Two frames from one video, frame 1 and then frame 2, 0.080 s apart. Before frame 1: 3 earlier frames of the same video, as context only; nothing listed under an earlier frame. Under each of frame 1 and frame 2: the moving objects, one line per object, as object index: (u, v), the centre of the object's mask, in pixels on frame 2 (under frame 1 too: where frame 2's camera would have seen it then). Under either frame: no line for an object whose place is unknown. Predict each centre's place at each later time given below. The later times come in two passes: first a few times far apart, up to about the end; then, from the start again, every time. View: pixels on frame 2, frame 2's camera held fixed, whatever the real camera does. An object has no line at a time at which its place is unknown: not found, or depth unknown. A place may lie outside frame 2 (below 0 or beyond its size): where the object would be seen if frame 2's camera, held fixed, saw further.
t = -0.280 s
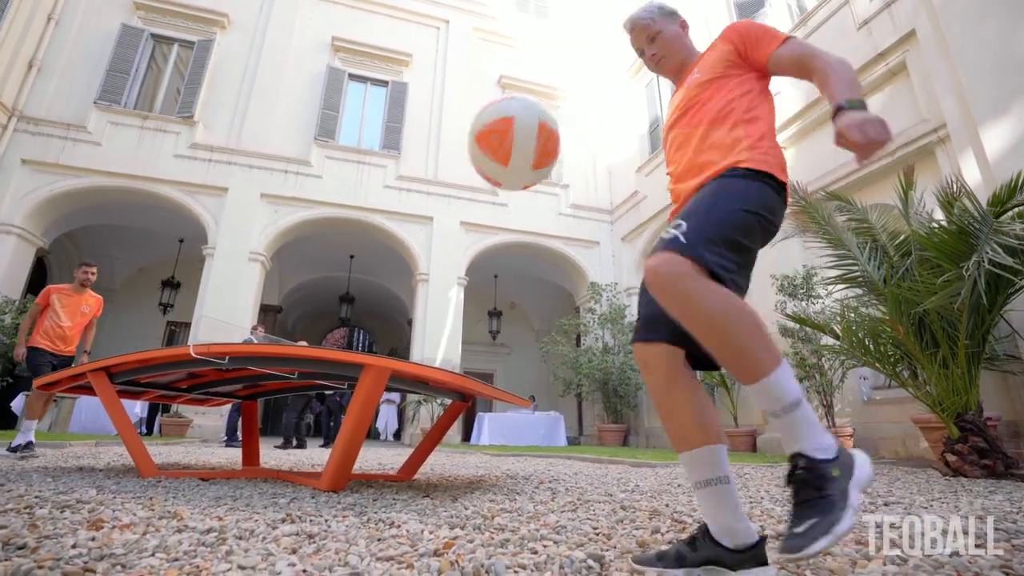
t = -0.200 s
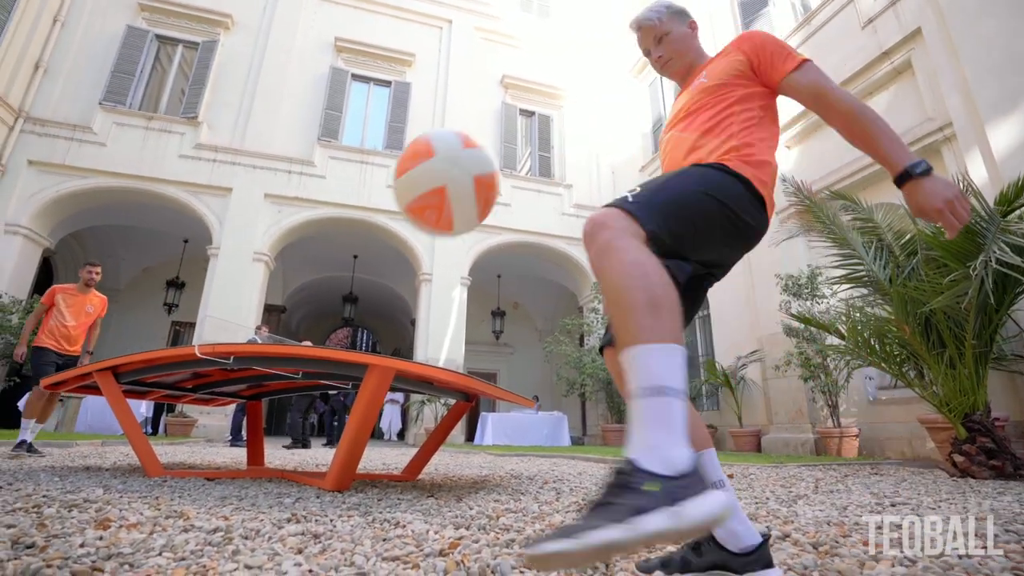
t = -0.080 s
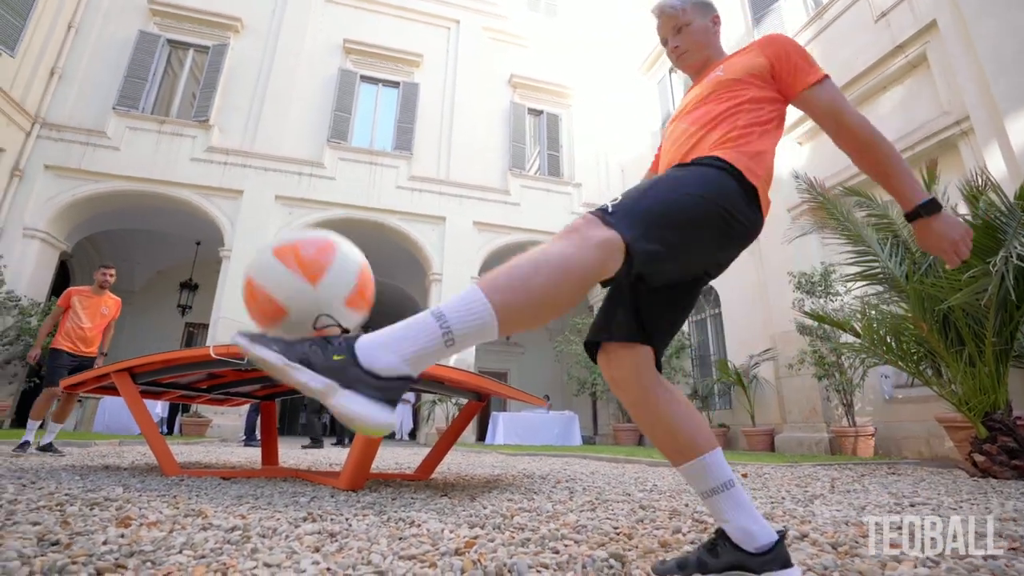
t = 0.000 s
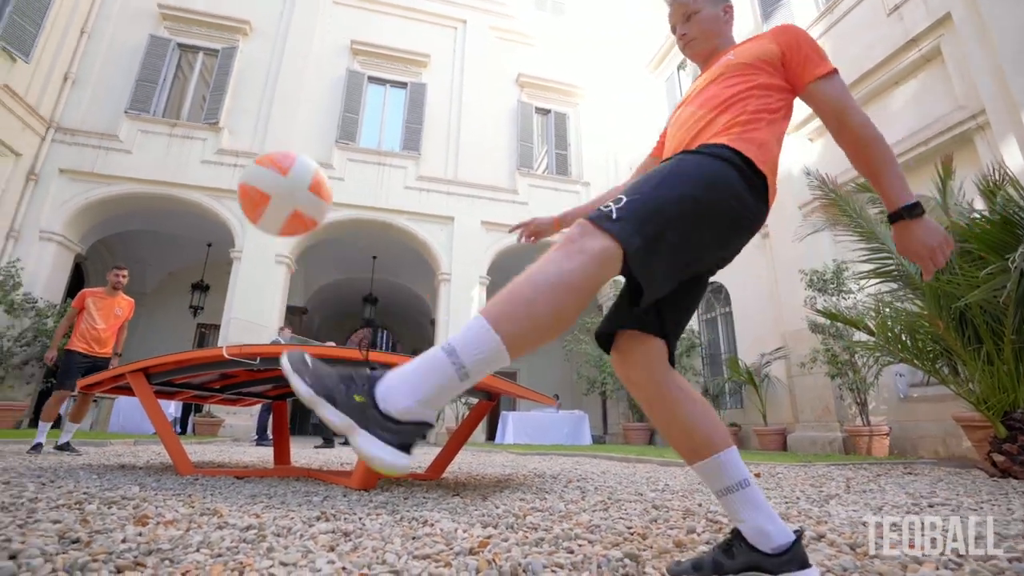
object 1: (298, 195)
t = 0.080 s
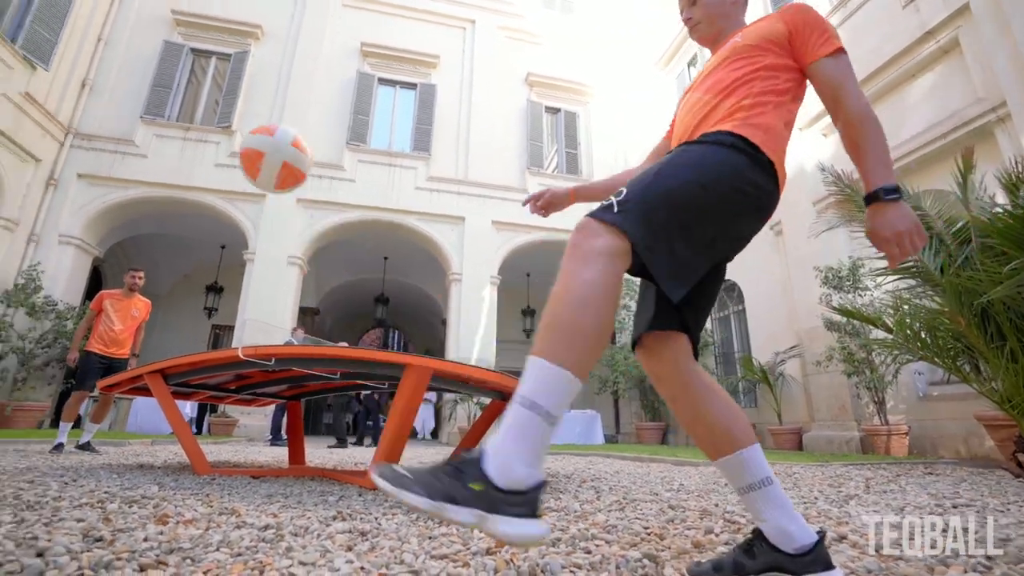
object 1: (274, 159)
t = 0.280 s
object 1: (236, 160)
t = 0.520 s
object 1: (193, 233)
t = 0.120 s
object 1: (265, 151)
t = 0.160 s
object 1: (258, 148)
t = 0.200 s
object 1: (250, 149)
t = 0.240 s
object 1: (243, 153)
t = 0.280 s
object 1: (236, 160)
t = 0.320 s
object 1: (229, 168)
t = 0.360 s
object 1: (222, 178)
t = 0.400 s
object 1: (214, 191)
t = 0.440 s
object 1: (208, 203)
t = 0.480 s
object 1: (201, 218)
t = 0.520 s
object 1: (193, 233)
